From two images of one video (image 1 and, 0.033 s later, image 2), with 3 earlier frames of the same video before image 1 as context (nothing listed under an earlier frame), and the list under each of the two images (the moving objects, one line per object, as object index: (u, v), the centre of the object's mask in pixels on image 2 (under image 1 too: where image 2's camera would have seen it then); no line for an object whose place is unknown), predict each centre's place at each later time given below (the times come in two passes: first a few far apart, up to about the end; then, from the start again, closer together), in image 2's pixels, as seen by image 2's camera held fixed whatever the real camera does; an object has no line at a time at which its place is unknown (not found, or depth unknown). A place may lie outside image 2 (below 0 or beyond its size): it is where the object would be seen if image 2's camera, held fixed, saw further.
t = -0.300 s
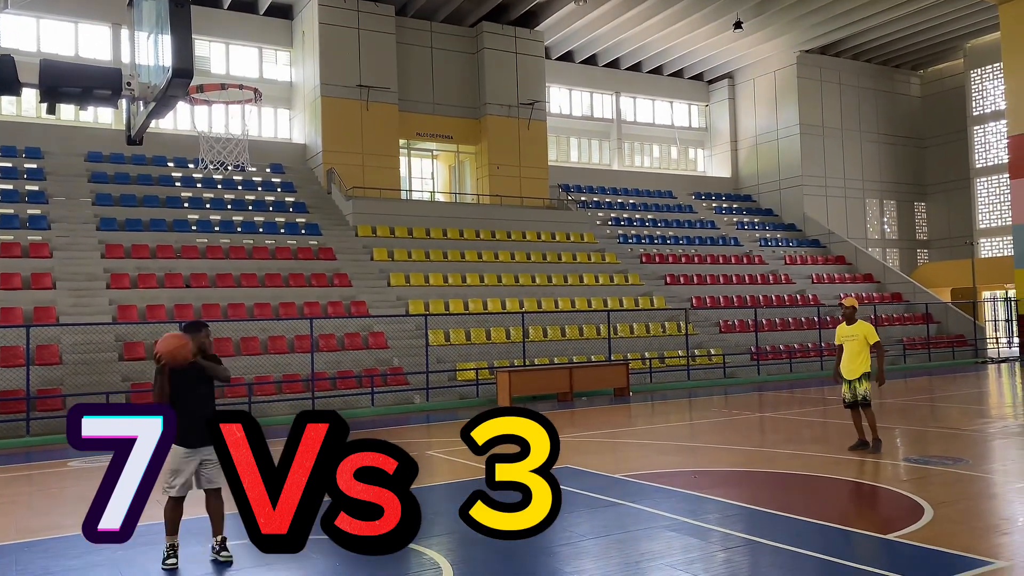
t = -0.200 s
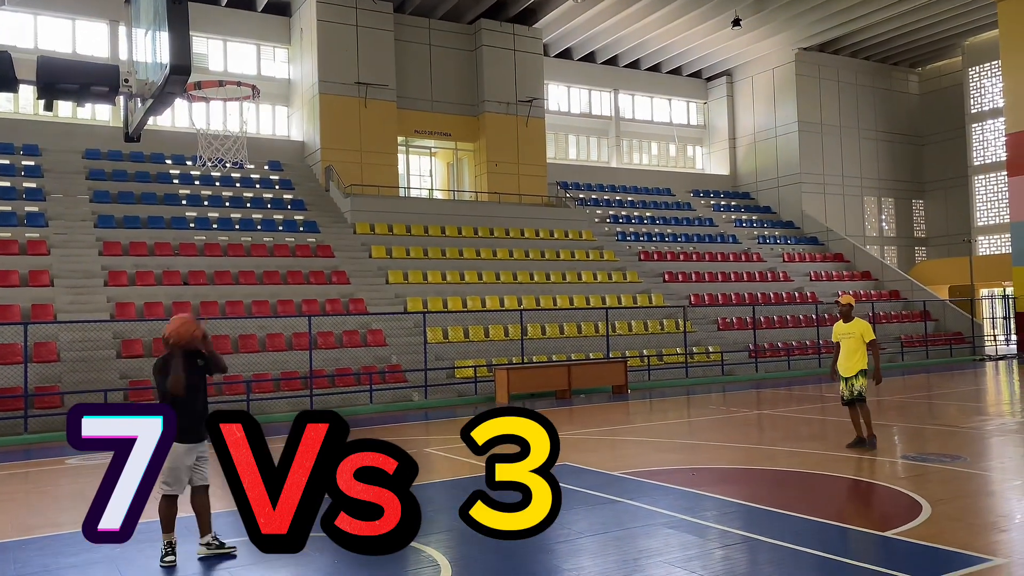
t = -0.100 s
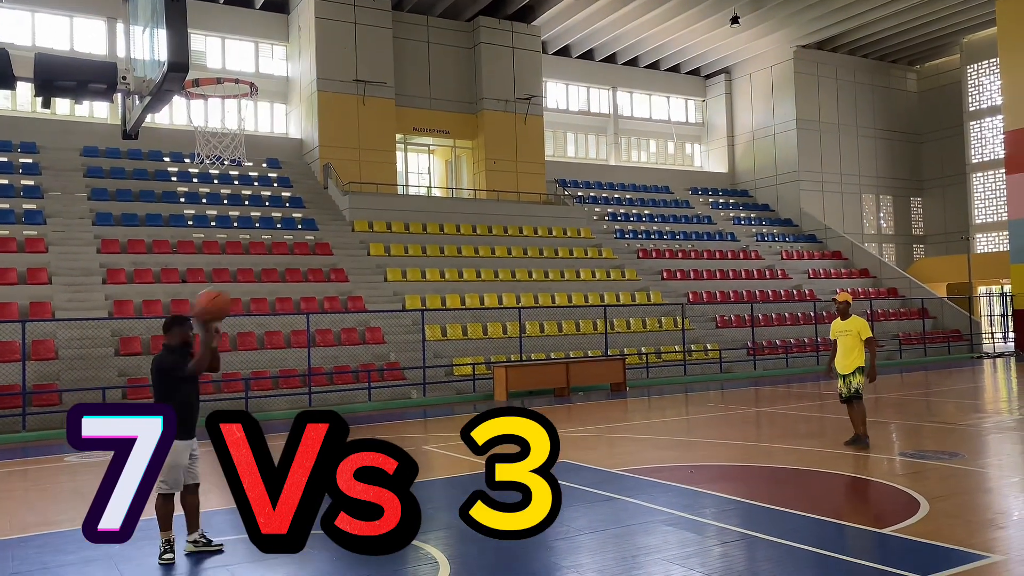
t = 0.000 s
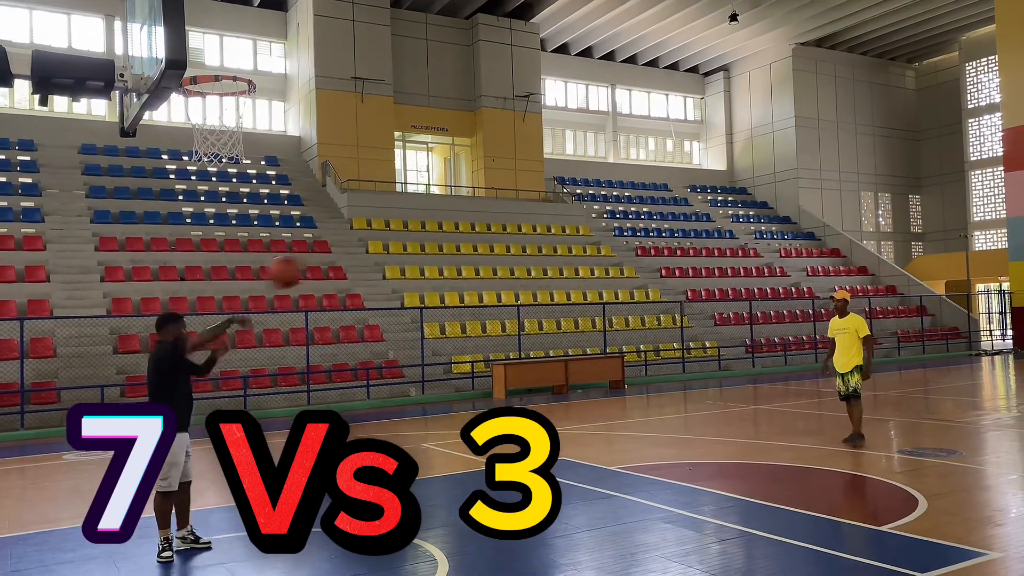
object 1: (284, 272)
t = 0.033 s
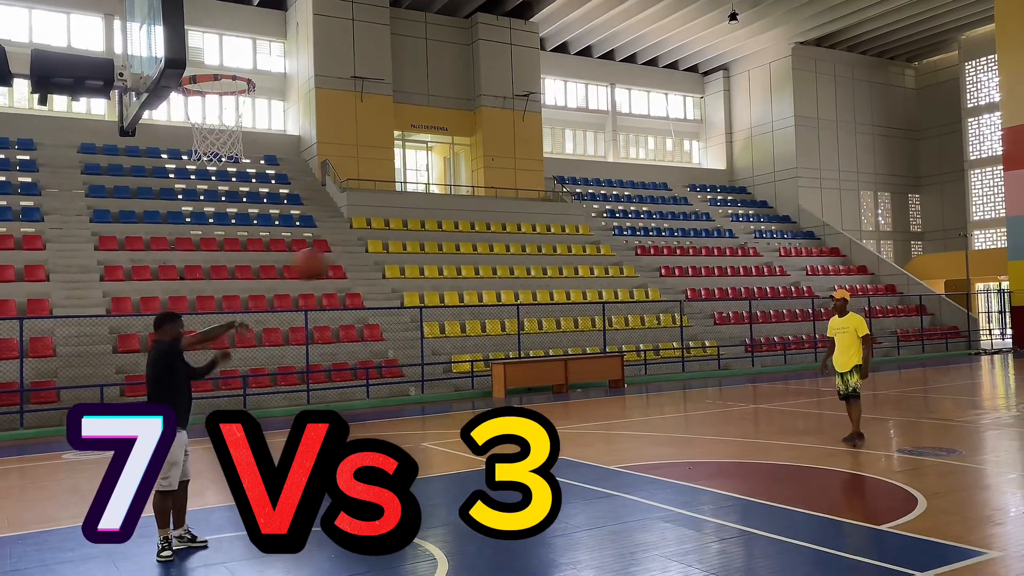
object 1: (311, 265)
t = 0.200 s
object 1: (422, 253)
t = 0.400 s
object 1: (530, 282)
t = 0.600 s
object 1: (623, 344)
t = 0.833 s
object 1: (714, 447)
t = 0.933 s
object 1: (731, 411)
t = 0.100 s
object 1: (357, 256)
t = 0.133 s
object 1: (379, 253)
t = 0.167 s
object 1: (401, 252)
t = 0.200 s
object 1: (422, 253)
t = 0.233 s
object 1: (441, 255)
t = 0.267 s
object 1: (459, 258)
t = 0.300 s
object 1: (478, 263)
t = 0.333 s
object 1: (496, 268)
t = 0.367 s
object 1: (513, 274)
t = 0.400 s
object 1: (530, 282)
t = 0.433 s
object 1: (546, 290)
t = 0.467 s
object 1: (563, 298)
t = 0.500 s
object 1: (578, 309)
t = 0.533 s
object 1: (593, 319)
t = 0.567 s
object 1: (608, 331)
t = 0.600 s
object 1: (623, 344)
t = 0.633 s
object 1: (636, 355)
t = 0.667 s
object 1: (650, 369)
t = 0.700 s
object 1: (663, 383)
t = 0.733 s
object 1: (676, 400)
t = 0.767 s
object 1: (690, 415)
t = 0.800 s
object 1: (702, 431)
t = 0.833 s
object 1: (714, 447)
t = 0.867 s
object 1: (720, 439)
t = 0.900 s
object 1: (726, 424)
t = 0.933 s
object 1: (731, 411)
